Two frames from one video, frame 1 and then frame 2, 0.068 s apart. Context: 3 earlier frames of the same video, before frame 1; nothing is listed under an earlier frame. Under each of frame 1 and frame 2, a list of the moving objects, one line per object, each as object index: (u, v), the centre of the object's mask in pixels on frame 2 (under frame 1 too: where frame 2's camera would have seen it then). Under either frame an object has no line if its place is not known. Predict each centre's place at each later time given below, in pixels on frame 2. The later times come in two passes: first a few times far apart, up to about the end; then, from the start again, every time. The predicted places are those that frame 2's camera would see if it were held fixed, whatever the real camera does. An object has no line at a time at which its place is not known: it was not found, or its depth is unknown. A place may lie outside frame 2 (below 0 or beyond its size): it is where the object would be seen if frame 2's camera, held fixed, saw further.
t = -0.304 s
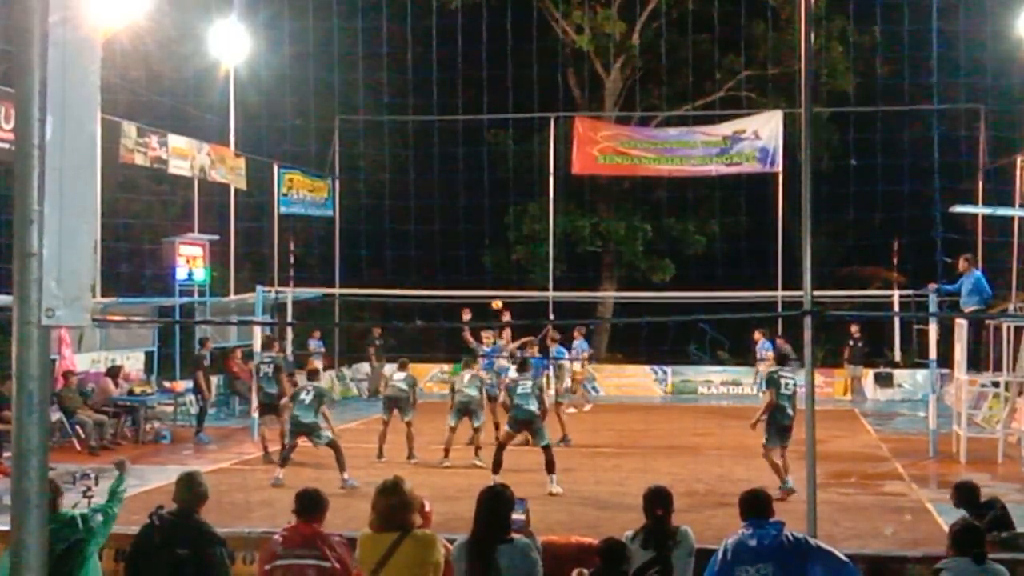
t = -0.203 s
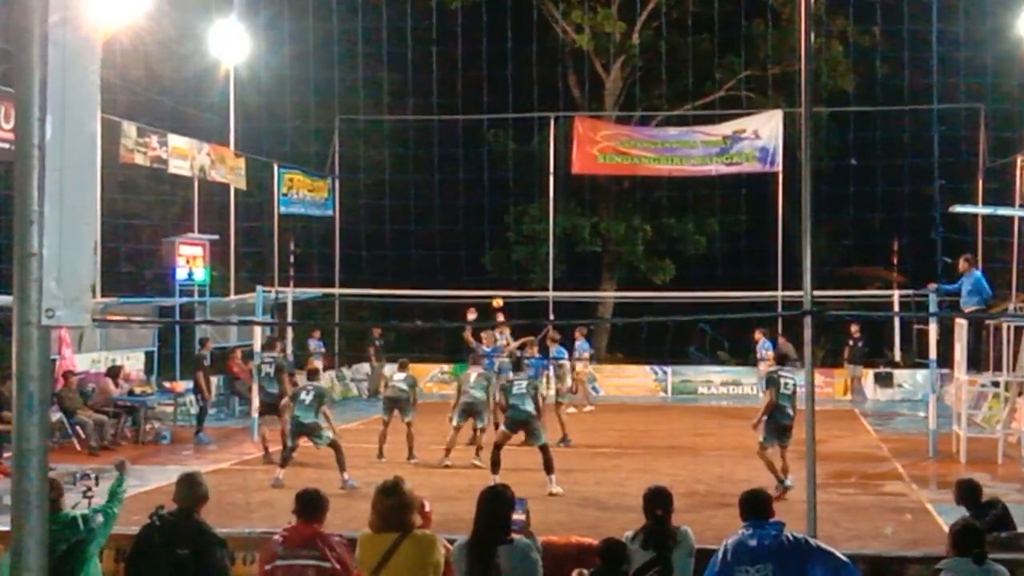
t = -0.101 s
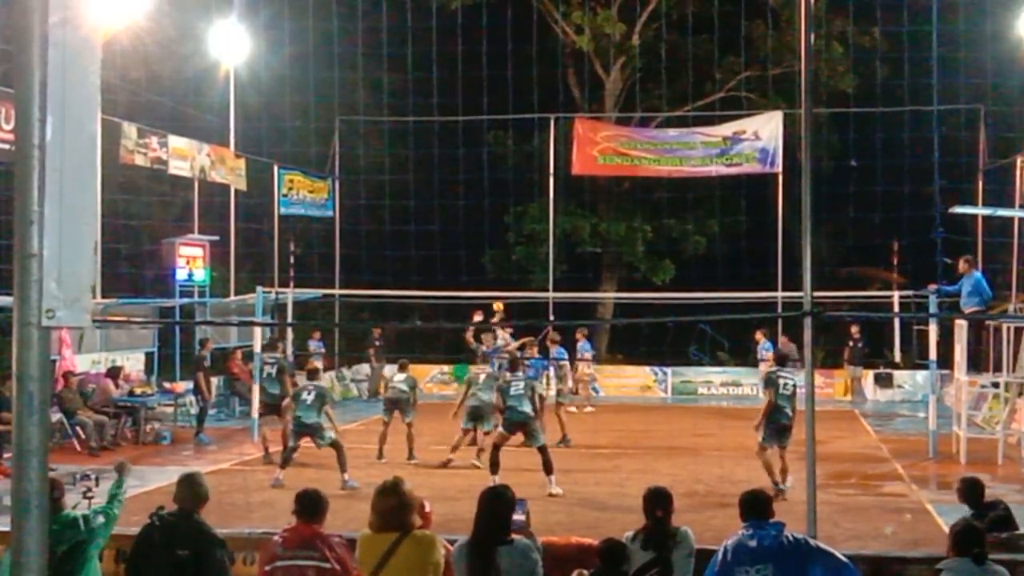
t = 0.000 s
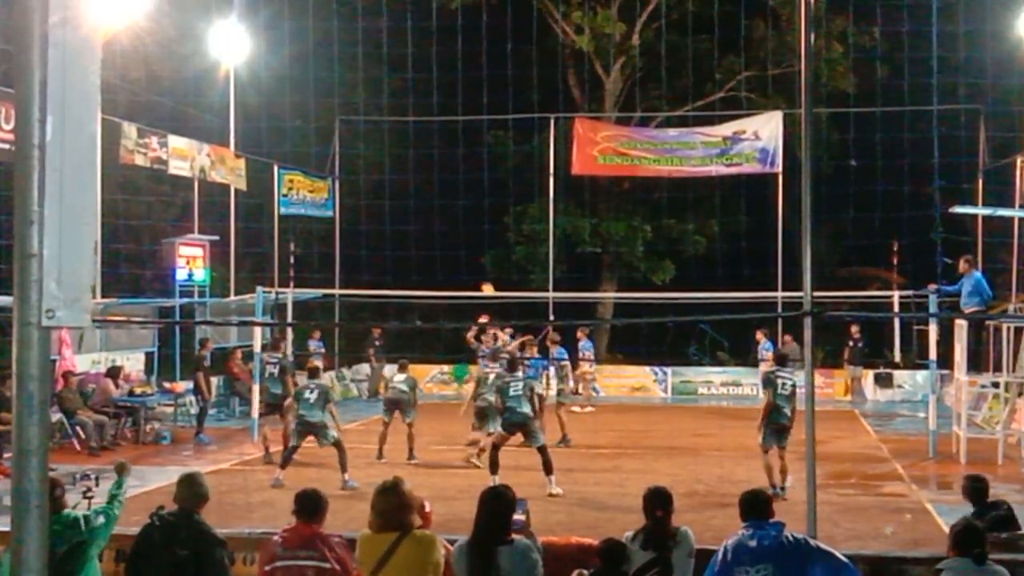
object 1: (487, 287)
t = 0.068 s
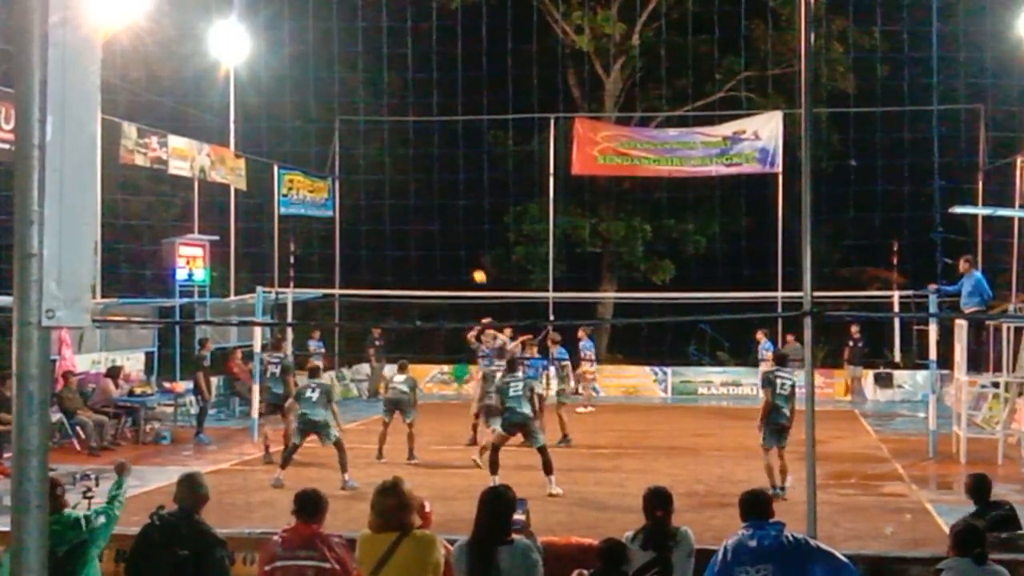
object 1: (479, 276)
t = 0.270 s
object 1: (451, 246)
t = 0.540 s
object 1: (400, 236)
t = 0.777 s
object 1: (345, 261)
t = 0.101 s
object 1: (475, 270)
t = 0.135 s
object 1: (471, 265)
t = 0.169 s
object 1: (466, 259)
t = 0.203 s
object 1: (461, 254)
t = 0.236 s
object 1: (457, 250)
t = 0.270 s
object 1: (451, 246)
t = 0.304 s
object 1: (446, 243)
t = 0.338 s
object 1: (440, 239)
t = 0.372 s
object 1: (434, 237)
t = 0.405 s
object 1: (427, 236)
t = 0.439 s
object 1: (421, 235)
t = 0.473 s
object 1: (414, 234)
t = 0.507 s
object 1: (407, 235)
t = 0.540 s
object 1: (400, 236)
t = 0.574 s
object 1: (392, 237)
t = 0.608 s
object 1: (385, 240)
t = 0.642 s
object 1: (377, 243)
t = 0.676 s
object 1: (370, 246)
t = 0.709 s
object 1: (362, 251)
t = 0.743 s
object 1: (353, 256)
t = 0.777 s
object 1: (345, 261)
